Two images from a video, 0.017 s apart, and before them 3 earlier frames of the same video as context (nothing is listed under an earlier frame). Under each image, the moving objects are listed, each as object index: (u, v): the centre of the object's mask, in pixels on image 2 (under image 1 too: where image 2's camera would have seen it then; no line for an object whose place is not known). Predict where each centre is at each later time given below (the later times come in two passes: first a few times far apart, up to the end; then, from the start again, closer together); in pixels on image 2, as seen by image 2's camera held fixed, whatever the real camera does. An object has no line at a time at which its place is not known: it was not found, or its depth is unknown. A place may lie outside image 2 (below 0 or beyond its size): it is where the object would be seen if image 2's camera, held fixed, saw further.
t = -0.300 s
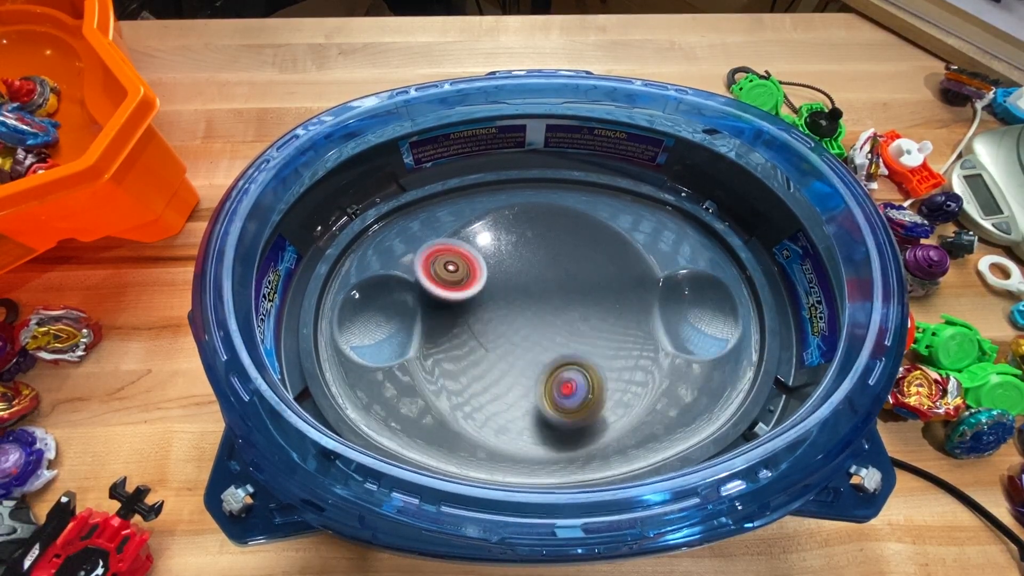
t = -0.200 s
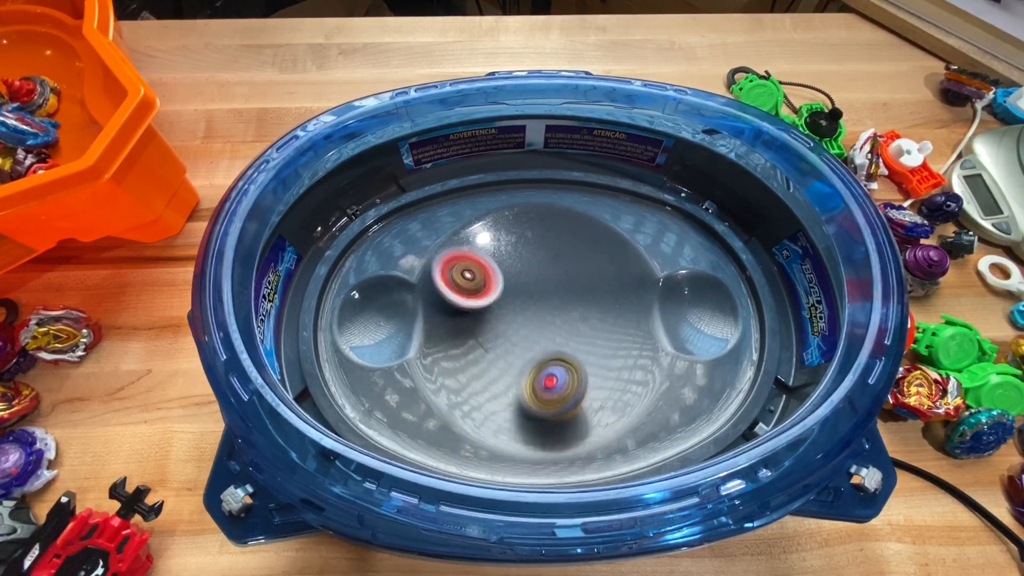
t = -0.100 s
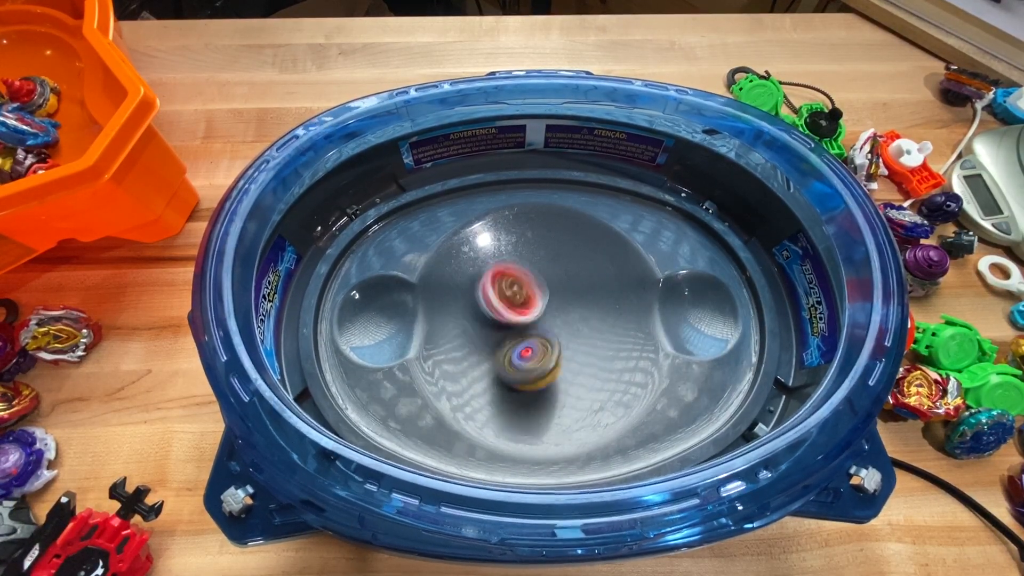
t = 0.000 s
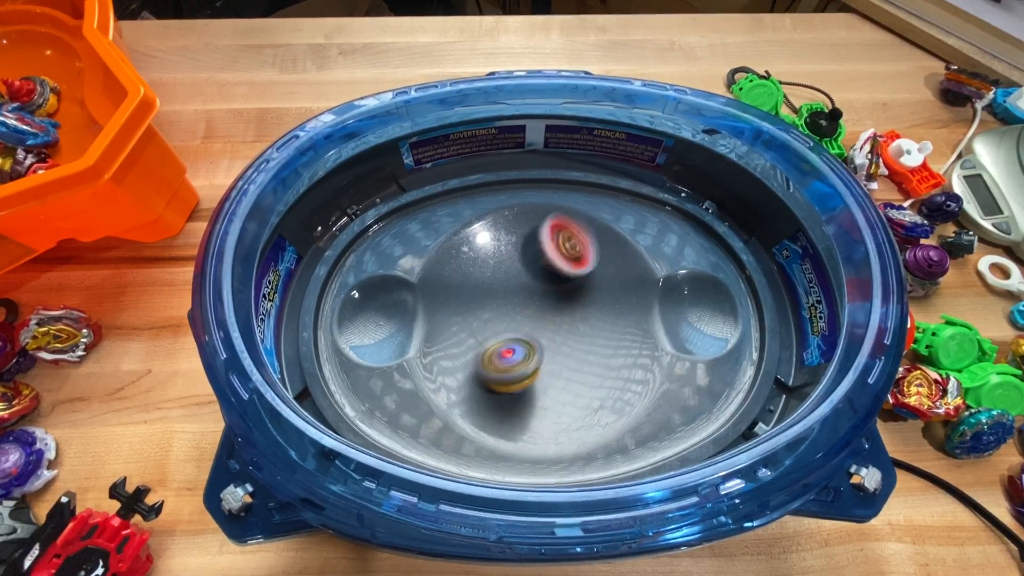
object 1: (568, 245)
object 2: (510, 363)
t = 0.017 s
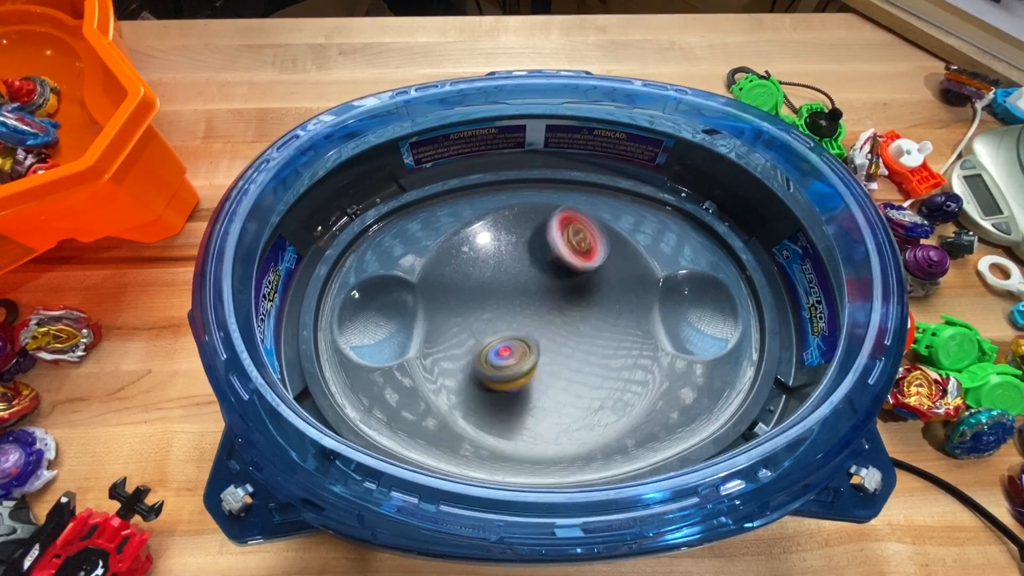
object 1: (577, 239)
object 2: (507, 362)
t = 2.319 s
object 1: (381, 316)
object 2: (549, 281)
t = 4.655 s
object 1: (370, 311)
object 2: (553, 320)
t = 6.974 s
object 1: (390, 310)
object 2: (563, 316)
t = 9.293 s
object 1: (377, 296)
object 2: (542, 319)
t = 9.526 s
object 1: (382, 314)
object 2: (540, 315)
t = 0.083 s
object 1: (605, 222)
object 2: (498, 350)
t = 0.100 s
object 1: (611, 219)
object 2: (496, 347)
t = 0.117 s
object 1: (616, 217)
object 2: (496, 342)
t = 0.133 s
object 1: (621, 216)
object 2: (495, 337)
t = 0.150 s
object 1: (625, 217)
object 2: (495, 333)
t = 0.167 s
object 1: (628, 216)
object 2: (494, 328)
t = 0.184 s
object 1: (630, 219)
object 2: (495, 324)
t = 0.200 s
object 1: (632, 222)
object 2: (497, 319)
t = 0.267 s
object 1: (629, 240)
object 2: (502, 298)
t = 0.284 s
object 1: (628, 246)
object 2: (503, 293)
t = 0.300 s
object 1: (626, 250)
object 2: (507, 289)
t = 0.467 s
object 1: (573, 325)
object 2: (534, 253)
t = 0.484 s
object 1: (567, 334)
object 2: (535, 251)
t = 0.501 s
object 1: (561, 344)
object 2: (536, 251)
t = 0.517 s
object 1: (555, 351)
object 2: (538, 252)
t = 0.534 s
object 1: (548, 358)
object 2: (539, 253)
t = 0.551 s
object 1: (540, 367)
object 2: (540, 256)
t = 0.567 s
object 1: (535, 372)
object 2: (541, 257)
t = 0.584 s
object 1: (531, 377)
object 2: (541, 261)
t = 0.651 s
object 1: (512, 388)
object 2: (543, 284)
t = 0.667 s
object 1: (509, 388)
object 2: (544, 291)
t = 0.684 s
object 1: (508, 387)
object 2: (543, 295)
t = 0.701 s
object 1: (506, 385)
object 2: (541, 301)
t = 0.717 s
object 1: (506, 382)
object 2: (542, 308)
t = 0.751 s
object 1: (508, 375)
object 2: (543, 321)
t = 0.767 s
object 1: (504, 373)
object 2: (544, 324)
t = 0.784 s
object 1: (493, 374)
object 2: (556, 325)
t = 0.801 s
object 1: (478, 378)
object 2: (566, 319)
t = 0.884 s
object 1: (428, 383)
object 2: (609, 305)
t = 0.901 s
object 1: (423, 383)
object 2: (616, 302)
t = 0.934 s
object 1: (413, 382)
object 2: (626, 294)
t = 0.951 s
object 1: (409, 380)
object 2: (630, 290)
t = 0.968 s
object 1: (404, 379)
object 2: (634, 284)
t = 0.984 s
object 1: (401, 378)
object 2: (636, 282)
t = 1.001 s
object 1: (398, 375)
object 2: (636, 280)
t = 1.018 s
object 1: (394, 374)
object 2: (637, 276)
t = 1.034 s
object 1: (392, 371)
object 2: (636, 275)
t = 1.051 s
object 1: (387, 370)
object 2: (634, 275)
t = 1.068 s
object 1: (386, 368)
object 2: (631, 273)
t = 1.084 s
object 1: (383, 364)
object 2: (629, 274)
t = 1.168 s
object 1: (372, 350)
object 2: (597, 282)
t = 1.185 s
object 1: (371, 348)
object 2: (593, 286)
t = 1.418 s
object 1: (393, 274)
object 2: (491, 356)
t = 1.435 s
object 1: (394, 274)
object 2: (486, 361)
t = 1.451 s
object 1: (393, 274)
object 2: (484, 365)
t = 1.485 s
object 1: (393, 279)
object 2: (482, 369)
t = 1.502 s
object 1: (392, 284)
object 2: (482, 373)
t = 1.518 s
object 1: (392, 288)
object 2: (484, 374)
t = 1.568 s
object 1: (388, 305)
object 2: (496, 374)
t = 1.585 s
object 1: (387, 313)
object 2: (501, 375)
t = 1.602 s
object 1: (387, 317)
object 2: (504, 373)
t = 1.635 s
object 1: (385, 327)
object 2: (517, 364)
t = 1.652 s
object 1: (383, 332)
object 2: (523, 365)
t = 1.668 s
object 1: (385, 335)
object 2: (527, 361)
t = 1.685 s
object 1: (384, 337)
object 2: (533, 358)
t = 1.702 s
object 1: (384, 339)
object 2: (539, 350)
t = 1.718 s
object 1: (385, 339)
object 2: (547, 345)
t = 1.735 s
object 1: (386, 340)
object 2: (548, 343)
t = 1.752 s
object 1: (387, 337)
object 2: (553, 338)
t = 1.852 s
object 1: (393, 321)
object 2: (574, 309)
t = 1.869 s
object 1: (394, 316)
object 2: (577, 303)
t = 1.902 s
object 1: (394, 308)
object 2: (576, 294)
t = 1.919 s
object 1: (392, 306)
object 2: (576, 291)
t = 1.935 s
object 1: (392, 303)
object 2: (576, 288)
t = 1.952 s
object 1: (391, 301)
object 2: (577, 286)
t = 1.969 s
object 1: (391, 300)
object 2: (575, 284)
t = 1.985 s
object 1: (389, 299)
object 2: (574, 280)
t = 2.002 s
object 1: (388, 300)
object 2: (572, 278)
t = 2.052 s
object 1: (386, 304)
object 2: (565, 274)
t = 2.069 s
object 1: (384, 308)
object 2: (564, 271)
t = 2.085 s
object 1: (384, 309)
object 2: (562, 271)
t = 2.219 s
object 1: (381, 321)
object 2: (552, 269)
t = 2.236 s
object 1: (381, 320)
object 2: (551, 270)
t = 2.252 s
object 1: (381, 321)
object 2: (551, 271)
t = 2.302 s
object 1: (382, 317)
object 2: (549, 277)
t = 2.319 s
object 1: (381, 316)
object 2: (549, 281)
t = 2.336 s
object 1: (382, 315)
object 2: (549, 284)
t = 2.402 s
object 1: (381, 311)
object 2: (548, 298)
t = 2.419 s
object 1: (381, 309)
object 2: (548, 300)
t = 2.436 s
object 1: (379, 309)
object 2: (547, 304)
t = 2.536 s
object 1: (374, 309)
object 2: (542, 319)
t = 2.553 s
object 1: (374, 309)
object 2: (542, 321)
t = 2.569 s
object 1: (372, 309)
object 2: (540, 323)
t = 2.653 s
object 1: (373, 312)
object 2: (533, 333)
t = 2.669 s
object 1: (372, 311)
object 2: (532, 336)
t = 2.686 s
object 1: (373, 313)
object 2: (529, 337)
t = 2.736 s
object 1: (373, 313)
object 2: (523, 342)
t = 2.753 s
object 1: (374, 315)
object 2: (522, 344)
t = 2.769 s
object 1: (374, 314)
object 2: (521, 345)
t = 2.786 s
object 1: (375, 314)
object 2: (519, 346)
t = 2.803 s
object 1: (376, 312)
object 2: (518, 346)
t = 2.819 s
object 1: (377, 312)
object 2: (519, 346)
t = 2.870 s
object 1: (378, 306)
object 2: (519, 345)
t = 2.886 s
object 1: (377, 306)
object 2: (520, 344)
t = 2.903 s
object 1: (377, 303)
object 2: (520, 344)
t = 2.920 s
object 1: (376, 303)
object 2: (521, 340)
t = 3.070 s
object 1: (372, 304)
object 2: (534, 320)
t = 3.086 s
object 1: (371, 306)
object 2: (535, 317)
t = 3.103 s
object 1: (373, 308)
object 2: (537, 316)
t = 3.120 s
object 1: (373, 309)
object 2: (538, 314)
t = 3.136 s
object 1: (377, 310)
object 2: (539, 311)
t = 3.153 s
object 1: (379, 311)
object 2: (542, 310)
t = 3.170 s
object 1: (383, 312)
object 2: (543, 309)
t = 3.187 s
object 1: (385, 311)
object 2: (545, 307)
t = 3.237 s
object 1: (392, 308)
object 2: (550, 303)
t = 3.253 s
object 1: (392, 307)
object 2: (553, 302)
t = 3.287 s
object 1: (393, 305)
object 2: (557, 298)
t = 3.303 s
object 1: (395, 303)
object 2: (559, 297)
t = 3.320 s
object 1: (393, 303)
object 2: (562, 297)
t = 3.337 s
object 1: (394, 301)
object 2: (565, 296)
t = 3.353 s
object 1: (392, 300)
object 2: (567, 295)
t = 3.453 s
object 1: (384, 297)
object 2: (576, 292)
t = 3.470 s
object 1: (382, 297)
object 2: (576, 290)
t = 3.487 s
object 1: (379, 299)
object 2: (577, 291)
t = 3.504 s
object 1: (378, 301)
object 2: (575, 291)
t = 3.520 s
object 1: (376, 304)
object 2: (575, 291)
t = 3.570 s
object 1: (376, 312)
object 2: (571, 294)
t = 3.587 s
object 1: (375, 316)
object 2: (569, 295)
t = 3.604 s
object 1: (377, 317)
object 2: (568, 297)
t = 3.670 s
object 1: (382, 320)
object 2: (559, 306)
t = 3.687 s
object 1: (383, 321)
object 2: (556, 308)
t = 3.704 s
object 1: (385, 320)
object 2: (555, 310)
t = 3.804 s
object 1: (392, 311)
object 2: (542, 319)
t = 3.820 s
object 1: (394, 310)
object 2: (540, 319)
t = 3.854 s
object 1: (394, 306)
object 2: (536, 321)
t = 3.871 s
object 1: (392, 303)
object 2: (534, 322)
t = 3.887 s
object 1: (391, 302)
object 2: (532, 323)
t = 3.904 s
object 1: (388, 300)
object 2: (530, 322)
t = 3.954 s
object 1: (380, 300)
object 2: (526, 321)
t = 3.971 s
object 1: (375, 301)
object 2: (526, 321)
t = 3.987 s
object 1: (373, 301)
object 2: (524, 322)
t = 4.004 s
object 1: (370, 303)
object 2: (521, 320)
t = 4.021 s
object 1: (369, 303)
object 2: (520, 318)
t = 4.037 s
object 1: (366, 305)
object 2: (518, 317)
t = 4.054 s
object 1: (366, 306)
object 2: (518, 315)
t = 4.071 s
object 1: (365, 308)
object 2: (518, 315)
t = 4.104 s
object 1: (365, 312)
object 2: (516, 312)
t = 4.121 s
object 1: (367, 312)
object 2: (516, 310)
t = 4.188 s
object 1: (372, 317)
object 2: (517, 304)
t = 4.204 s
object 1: (376, 319)
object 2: (518, 303)
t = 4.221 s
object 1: (377, 319)
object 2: (518, 302)
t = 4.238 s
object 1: (382, 318)
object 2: (518, 300)
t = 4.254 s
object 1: (384, 317)
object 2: (520, 300)
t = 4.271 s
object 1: (388, 315)
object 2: (522, 299)
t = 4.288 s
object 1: (389, 313)
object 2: (523, 299)
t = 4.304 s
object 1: (392, 309)
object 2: (524, 299)
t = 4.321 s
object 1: (392, 307)
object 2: (524, 300)
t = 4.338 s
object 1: (393, 303)
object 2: (527, 297)
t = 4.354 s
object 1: (392, 302)
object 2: (529, 296)
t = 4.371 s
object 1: (392, 298)
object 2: (532, 298)
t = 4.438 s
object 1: (386, 292)
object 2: (537, 301)
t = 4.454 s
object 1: (386, 293)
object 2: (538, 301)
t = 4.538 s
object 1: (375, 296)
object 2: (546, 306)
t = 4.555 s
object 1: (374, 297)
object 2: (548, 308)
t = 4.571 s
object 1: (372, 299)
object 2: (550, 311)
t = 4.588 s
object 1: (371, 300)
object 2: (551, 314)
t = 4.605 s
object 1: (369, 304)
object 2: (552, 316)
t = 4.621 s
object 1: (369, 305)
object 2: (553, 317)
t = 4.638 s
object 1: (370, 309)
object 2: (553, 320)
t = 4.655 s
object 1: (370, 311)
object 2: (553, 320)
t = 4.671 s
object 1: (373, 314)
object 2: (553, 321)
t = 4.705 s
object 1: (379, 317)
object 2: (555, 322)
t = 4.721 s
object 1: (380, 317)
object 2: (555, 324)
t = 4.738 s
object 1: (384, 317)
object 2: (555, 326)
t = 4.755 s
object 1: (386, 317)
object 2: (555, 328)
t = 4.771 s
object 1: (390, 316)
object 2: (553, 331)
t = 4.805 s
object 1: (393, 313)
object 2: (551, 332)
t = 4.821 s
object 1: (396, 313)
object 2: (550, 333)
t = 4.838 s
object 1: (395, 310)
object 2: (549, 333)
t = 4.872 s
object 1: (396, 307)
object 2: (548, 335)
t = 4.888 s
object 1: (398, 305)
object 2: (546, 336)
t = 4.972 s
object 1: (392, 297)
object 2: (542, 334)
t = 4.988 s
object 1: (389, 295)
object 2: (540, 333)
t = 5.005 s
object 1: (388, 295)
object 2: (538, 331)
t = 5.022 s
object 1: (383, 296)
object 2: (537, 329)
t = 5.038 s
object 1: (381, 296)
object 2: (535, 327)
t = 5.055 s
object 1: (377, 299)
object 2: (535, 326)
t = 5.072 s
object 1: (376, 300)
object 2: (534, 325)
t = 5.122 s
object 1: (370, 309)
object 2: (532, 320)
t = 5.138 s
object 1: (368, 311)
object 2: (530, 318)
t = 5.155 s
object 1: (369, 314)
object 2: (529, 315)
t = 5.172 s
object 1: (368, 316)
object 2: (529, 312)
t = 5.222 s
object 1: (372, 320)
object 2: (527, 305)
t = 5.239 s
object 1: (373, 322)
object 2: (526, 304)
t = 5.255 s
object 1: (375, 321)
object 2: (526, 302)
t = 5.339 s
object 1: (387, 318)
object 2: (524, 294)
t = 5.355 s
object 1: (389, 317)
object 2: (525, 294)
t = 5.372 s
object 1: (392, 314)
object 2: (524, 294)
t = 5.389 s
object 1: (392, 313)
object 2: (524, 293)
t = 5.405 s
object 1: (393, 309)
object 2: (525, 293)
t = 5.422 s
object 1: (394, 307)
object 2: (527, 293)
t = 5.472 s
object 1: (388, 300)
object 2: (527, 293)
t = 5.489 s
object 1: (387, 297)
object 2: (528, 293)
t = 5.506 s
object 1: (384, 297)
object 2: (531, 295)
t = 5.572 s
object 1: (375, 296)
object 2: (537, 300)
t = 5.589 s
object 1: (371, 297)
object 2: (538, 301)
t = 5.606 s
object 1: (371, 297)
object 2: (540, 303)
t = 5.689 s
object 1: (368, 307)
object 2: (549, 311)
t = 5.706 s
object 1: (366, 309)
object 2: (551, 313)
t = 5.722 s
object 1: (368, 311)
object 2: (552, 315)
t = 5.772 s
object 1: (373, 318)
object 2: (555, 319)
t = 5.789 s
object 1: (375, 318)
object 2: (556, 320)
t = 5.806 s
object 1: (380, 318)
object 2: (558, 322)
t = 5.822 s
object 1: (382, 317)
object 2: (559, 324)
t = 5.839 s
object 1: (386, 315)
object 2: (559, 325)
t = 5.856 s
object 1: (388, 314)
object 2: (561, 327)
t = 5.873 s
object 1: (390, 311)
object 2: (560, 329)
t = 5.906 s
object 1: (394, 307)
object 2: (561, 329)
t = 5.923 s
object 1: (396, 305)
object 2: (561, 329)
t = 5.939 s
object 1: (395, 303)
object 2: (561, 329)
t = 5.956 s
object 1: (396, 300)
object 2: (562, 331)
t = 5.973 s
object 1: (396, 300)
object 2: (561, 331)
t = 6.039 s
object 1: (391, 294)
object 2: (556, 329)
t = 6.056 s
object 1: (388, 295)
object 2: (555, 329)
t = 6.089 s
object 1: (384, 295)
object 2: (553, 328)
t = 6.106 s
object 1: (380, 294)
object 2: (552, 327)
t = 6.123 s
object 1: (379, 296)
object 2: (549, 326)
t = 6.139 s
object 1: (375, 297)
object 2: (547, 324)
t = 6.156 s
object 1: (374, 299)
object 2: (545, 322)
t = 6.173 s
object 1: (372, 302)
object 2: (544, 322)
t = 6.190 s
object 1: (371, 305)
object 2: (541, 320)
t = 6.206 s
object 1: (372, 308)
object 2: (541, 318)
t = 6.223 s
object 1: (371, 311)
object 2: (541, 318)
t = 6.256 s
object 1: (374, 317)
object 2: (539, 316)
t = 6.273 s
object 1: (375, 318)
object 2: (537, 314)
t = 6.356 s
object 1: (385, 321)
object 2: (532, 305)
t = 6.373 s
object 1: (387, 321)
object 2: (530, 302)
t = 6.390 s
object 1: (388, 319)
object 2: (529, 300)
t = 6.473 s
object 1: (395, 309)
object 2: (523, 294)
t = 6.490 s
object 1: (397, 308)
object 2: (522, 294)
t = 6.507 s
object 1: (397, 306)
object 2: (521, 294)
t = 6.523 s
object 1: (398, 303)
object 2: (521, 294)
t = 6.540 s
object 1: (396, 303)
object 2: (522, 294)
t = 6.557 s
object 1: (393, 300)
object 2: (522, 296)
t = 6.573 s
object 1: (391, 300)
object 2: (521, 297)
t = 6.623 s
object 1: (380, 300)
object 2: (526, 299)
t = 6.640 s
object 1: (377, 299)
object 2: (528, 300)
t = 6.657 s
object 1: (374, 301)
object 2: (529, 302)
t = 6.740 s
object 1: (365, 308)
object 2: (539, 308)
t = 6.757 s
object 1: (364, 309)
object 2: (542, 307)
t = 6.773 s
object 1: (365, 310)
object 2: (544, 309)
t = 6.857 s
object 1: (372, 317)
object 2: (551, 311)
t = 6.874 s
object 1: (373, 319)
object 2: (554, 313)
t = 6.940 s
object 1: (386, 315)
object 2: (561, 317)
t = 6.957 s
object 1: (388, 314)
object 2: (562, 317)
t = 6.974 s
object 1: (390, 310)
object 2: (563, 316)
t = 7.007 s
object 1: (391, 305)
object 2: (565, 319)
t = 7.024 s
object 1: (393, 302)
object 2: (564, 319)
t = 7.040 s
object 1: (392, 301)
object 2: (565, 319)
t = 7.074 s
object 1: (391, 296)
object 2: (565, 318)
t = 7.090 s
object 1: (388, 295)
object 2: (566, 319)
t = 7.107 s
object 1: (388, 293)
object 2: (565, 319)
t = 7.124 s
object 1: (386, 294)
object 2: (563, 320)
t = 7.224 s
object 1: (374, 296)
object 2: (556, 321)
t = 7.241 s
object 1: (373, 298)
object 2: (553, 321)
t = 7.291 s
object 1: (370, 306)
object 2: (547, 320)
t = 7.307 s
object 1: (370, 308)
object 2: (546, 320)
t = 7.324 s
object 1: (373, 311)
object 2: (545, 321)
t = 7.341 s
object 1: (373, 314)
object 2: (543, 322)
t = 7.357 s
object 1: (375, 315)
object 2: (541, 322)
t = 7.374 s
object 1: (378, 317)
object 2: (538, 321)
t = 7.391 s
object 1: (379, 318)
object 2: (536, 321)
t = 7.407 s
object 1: (383, 317)
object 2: (534, 320)
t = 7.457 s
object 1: (390, 317)
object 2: (532, 320)
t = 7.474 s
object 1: (391, 316)
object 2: (531, 321)
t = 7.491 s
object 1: (394, 314)
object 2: (530, 320)
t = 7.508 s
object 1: (394, 313)
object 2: (529, 319)
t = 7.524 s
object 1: (394, 311)
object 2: (527, 319)
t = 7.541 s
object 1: (396, 309)
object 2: (527, 317)
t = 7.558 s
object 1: (396, 308)
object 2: (527, 316)
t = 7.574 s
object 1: (396, 305)
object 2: (528, 317)
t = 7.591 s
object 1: (397, 304)
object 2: (527, 317)
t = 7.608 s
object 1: (395, 302)
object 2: (526, 316)
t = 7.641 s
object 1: (393, 299)
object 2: (525, 314)
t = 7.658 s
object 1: (390, 297)
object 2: (525, 313)
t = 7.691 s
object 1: (384, 298)
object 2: (529, 312)
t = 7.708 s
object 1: (381, 298)
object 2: (529, 312)
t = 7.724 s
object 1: (379, 300)
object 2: (528, 312)
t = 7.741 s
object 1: (375, 301)
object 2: (529, 311)
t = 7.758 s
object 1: (374, 302)
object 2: (530, 311)
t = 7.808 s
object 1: (369, 309)
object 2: (533, 309)
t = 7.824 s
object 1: (367, 311)
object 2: (536, 309)
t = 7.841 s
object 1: (367, 312)
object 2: (537, 310)
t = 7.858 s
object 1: (368, 315)
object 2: (538, 311)
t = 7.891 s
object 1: (370, 316)
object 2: (539, 314)
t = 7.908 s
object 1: (370, 318)
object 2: (539, 315)
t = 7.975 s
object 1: (379, 319)
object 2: (537, 317)
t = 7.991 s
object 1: (382, 319)
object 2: (536, 317)
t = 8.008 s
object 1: (383, 318)
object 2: (537, 316)
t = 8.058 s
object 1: (389, 311)
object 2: (538, 317)
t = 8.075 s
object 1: (392, 309)
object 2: (539, 317)
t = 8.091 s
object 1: (391, 306)
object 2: (541, 317)
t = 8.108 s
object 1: (391, 303)
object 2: (541, 318)
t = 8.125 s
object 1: (391, 302)
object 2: (542, 319)
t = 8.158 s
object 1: (388, 297)
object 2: (542, 320)
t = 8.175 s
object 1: (386, 297)
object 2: (542, 321)
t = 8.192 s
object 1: (383, 295)
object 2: (542, 322)
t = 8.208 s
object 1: (383, 294)
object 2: (542, 322)
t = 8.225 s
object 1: (380, 295)
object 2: (541, 322)
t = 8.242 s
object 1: (379, 294)
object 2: (540, 322)
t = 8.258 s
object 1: (378, 295)
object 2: (539, 321)
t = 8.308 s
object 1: (372, 299)
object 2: (539, 317)
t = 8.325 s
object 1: (370, 300)
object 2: (541, 316)
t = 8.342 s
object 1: (370, 302)
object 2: (543, 316)
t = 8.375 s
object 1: (369, 307)
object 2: (546, 316)
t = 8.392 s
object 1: (370, 309)
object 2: (546, 317)
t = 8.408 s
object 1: (371, 312)
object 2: (547, 317)
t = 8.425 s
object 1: (373, 313)
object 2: (546, 317)
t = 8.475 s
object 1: (381, 315)
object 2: (547, 314)
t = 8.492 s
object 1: (384, 316)
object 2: (549, 313)
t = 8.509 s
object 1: (386, 315)
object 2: (551, 313)
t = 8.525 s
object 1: (390, 314)
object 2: (553, 314)
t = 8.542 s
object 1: (391, 313)
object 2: (553, 315)
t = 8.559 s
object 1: (392, 311)
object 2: (551, 316)
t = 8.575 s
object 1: (395, 310)
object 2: (551, 314)
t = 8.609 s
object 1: (395, 306)
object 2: (551, 313)
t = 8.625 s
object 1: (396, 306)
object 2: (552, 312)
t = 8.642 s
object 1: (395, 304)
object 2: (553, 313)
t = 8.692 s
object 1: (392, 299)
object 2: (553, 315)
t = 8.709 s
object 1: (392, 297)
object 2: (552, 315)
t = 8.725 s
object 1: (390, 297)
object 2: (550, 314)
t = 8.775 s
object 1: (381, 299)
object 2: (548, 311)
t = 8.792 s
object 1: (379, 299)
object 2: (547, 310)
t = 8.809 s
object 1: (377, 302)
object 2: (548, 309)
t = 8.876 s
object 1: (371, 311)
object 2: (551, 307)
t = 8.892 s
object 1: (371, 313)
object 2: (553, 307)
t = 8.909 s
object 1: (372, 315)
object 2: (554, 309)
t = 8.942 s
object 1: (373, 317)
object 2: (554, 312)
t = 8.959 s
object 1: (375, 319)
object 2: (554, 313)
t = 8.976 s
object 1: (375, 319)
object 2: (553, 315)
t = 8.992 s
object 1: (378, 319)
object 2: (551, 317)
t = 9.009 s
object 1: (379, 320)
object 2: (549, 319)
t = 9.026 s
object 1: (381, 319)
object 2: (546, 320)
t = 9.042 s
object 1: (385, 318)
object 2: (544, 320)
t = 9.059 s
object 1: (386, 318)
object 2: (543, 320)
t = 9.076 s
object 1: (388, 316)
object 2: (543, 319)
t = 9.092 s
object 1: (391, 314)
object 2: (542, 317)
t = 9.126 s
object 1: (391, 309)
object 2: (543, 317)
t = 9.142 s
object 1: (392, 306)
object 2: (543, 317)
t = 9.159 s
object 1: (390, 305)
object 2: (542, 318)
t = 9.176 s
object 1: (389, 301)
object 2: (543, 318)
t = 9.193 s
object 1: (389, 300)
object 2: (542, 317)
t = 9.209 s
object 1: (386, 299)
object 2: (543, 317)
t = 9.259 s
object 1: (380, 296)
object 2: (542, 317)
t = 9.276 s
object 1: (379, 295)
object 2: (543, 318)
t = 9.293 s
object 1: (377, 296)
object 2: (542, 319)
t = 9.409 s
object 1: (368, 306)
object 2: (540, 322)
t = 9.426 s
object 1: (370, 307)
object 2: (539, 321)
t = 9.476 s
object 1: (374, 313)
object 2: (538, 316)
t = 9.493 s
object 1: (376, 315)
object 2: (540, 314)
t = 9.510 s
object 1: (378, 315)
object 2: (540, 314)
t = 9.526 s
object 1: (382, 314)
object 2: (540, 315)
